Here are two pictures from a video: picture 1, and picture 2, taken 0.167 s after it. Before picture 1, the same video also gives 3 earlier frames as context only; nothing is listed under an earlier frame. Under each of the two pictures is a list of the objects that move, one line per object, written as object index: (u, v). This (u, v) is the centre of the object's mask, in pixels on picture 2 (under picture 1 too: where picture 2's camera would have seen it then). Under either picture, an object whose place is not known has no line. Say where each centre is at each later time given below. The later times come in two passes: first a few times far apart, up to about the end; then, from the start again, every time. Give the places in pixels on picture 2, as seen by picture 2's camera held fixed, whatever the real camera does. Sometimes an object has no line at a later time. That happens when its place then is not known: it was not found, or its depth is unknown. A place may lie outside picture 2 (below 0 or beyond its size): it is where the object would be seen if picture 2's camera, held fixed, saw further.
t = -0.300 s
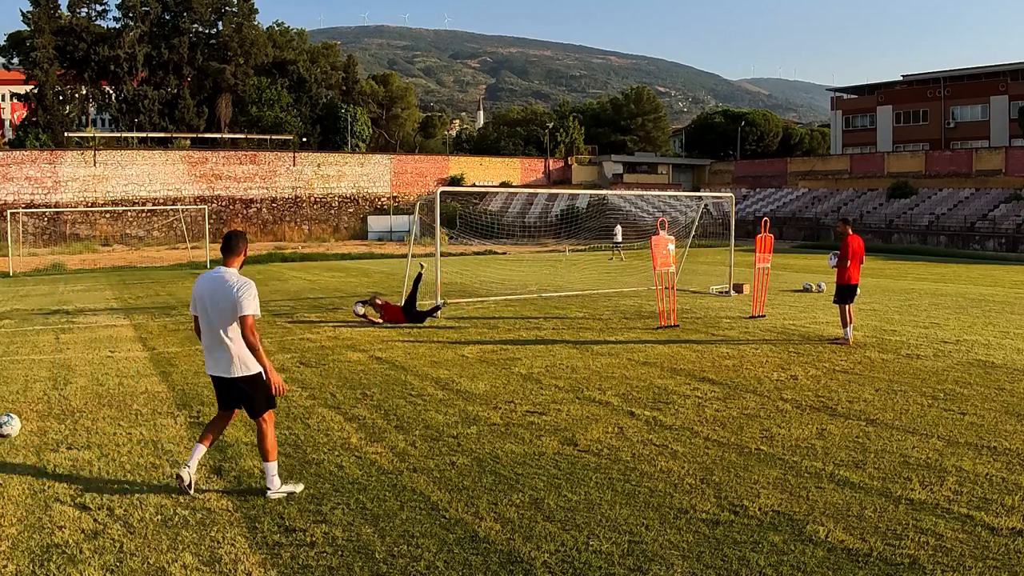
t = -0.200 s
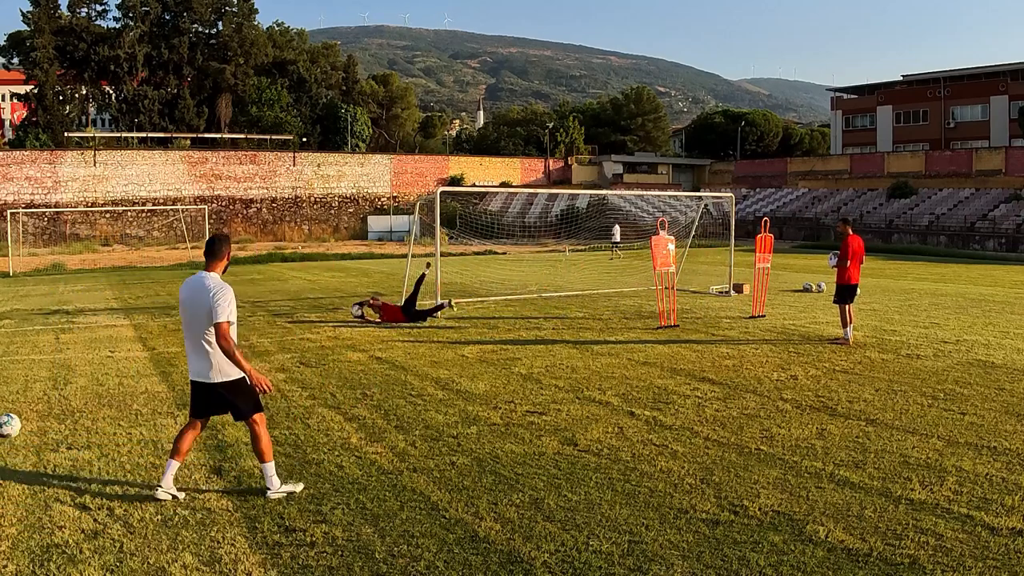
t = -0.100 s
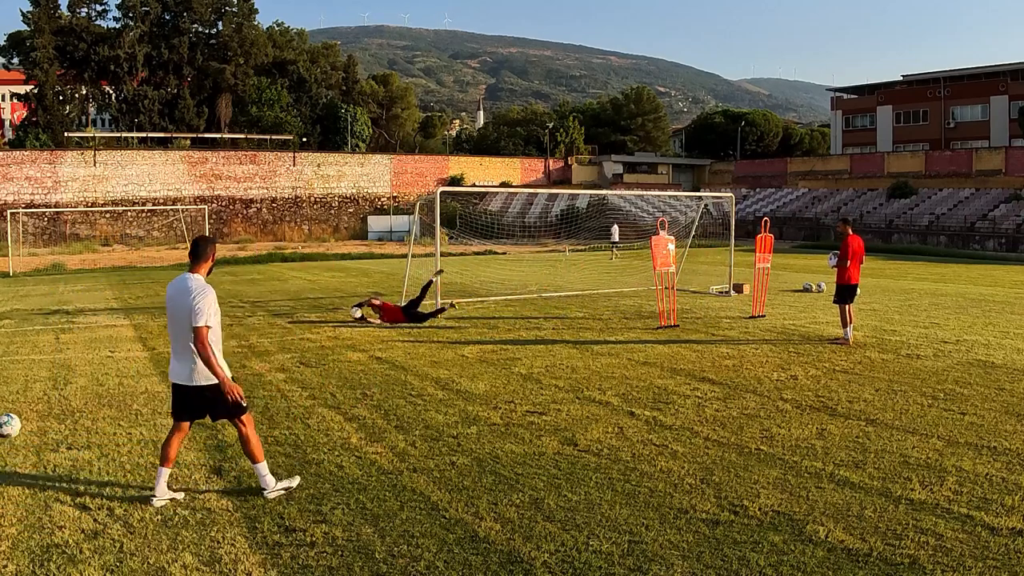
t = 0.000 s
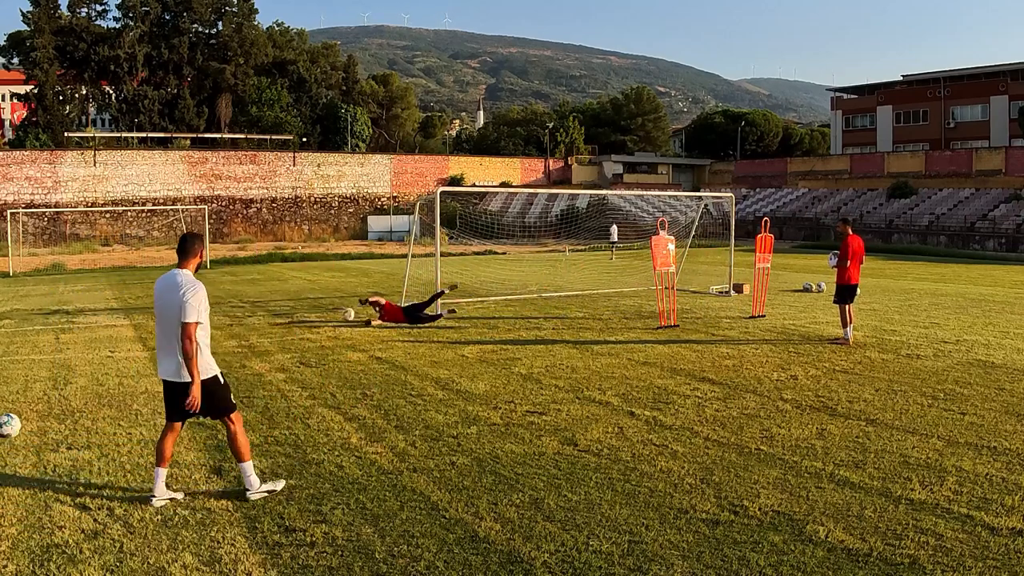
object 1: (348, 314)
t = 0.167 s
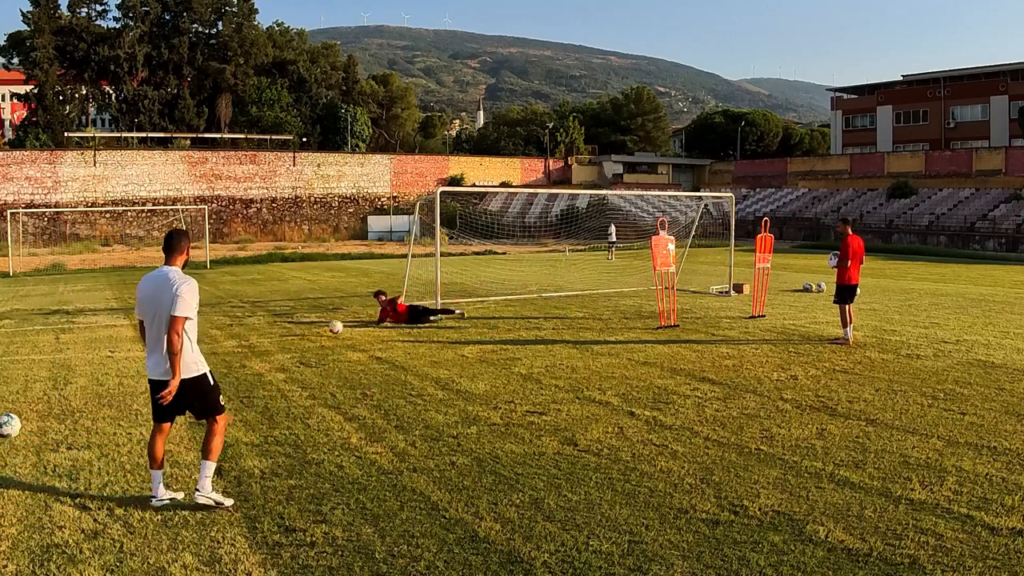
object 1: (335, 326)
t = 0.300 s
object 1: (326, 333)
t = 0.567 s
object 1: (310, 343)
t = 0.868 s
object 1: (292, 359)
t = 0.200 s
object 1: (333, 331)
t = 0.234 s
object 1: (330, 333)
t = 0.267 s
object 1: (328, 332)
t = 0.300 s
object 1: (326, 333)
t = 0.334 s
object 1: (324, 333)
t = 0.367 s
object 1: (322, 335)
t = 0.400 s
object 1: (320, 338)
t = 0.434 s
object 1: (317, 341)
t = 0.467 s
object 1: (315, 343)
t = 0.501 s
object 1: (314, 343)
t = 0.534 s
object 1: (312, 343)
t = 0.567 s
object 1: (310, 343)
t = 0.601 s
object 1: (309, 344)
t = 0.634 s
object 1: (307, 346)
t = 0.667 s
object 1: (305, 348)
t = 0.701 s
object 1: (303, 353)
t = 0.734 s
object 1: (301, 354)
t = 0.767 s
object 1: (299, 354)
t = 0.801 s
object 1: (297, 354)
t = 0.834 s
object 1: (294, 356)
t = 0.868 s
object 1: (292, 359)
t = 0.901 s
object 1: (290, 361)
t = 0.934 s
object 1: (287, 361)
